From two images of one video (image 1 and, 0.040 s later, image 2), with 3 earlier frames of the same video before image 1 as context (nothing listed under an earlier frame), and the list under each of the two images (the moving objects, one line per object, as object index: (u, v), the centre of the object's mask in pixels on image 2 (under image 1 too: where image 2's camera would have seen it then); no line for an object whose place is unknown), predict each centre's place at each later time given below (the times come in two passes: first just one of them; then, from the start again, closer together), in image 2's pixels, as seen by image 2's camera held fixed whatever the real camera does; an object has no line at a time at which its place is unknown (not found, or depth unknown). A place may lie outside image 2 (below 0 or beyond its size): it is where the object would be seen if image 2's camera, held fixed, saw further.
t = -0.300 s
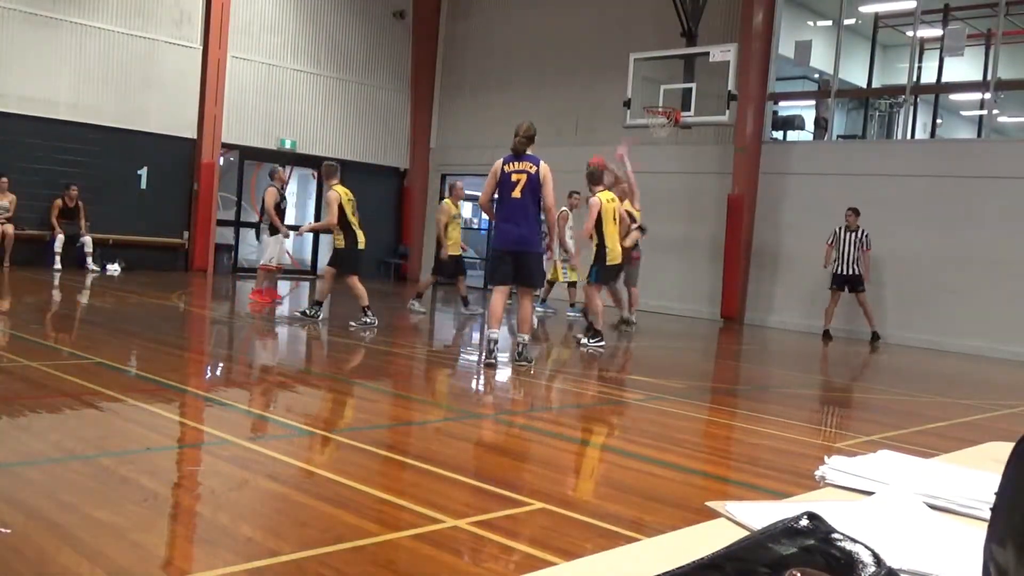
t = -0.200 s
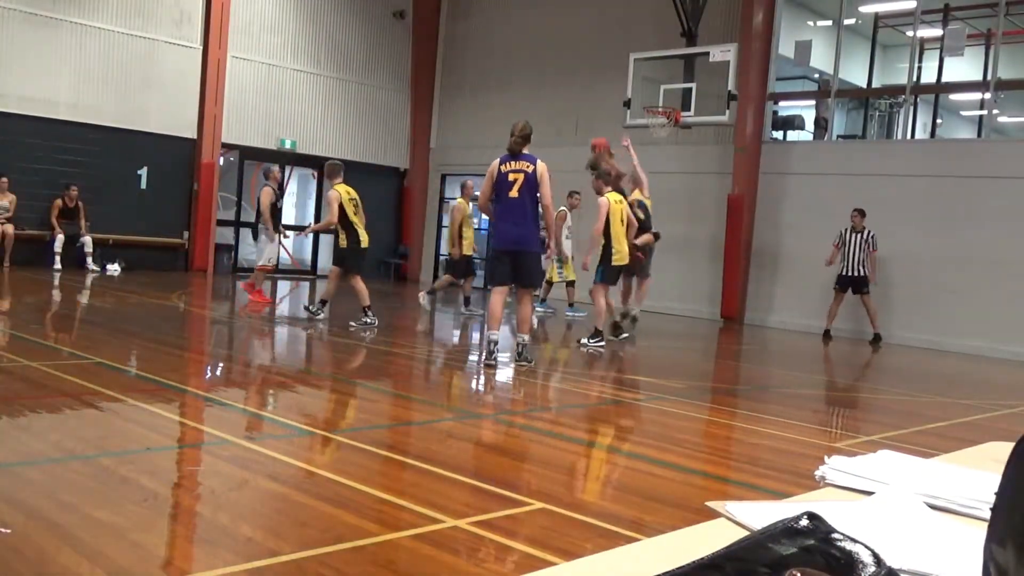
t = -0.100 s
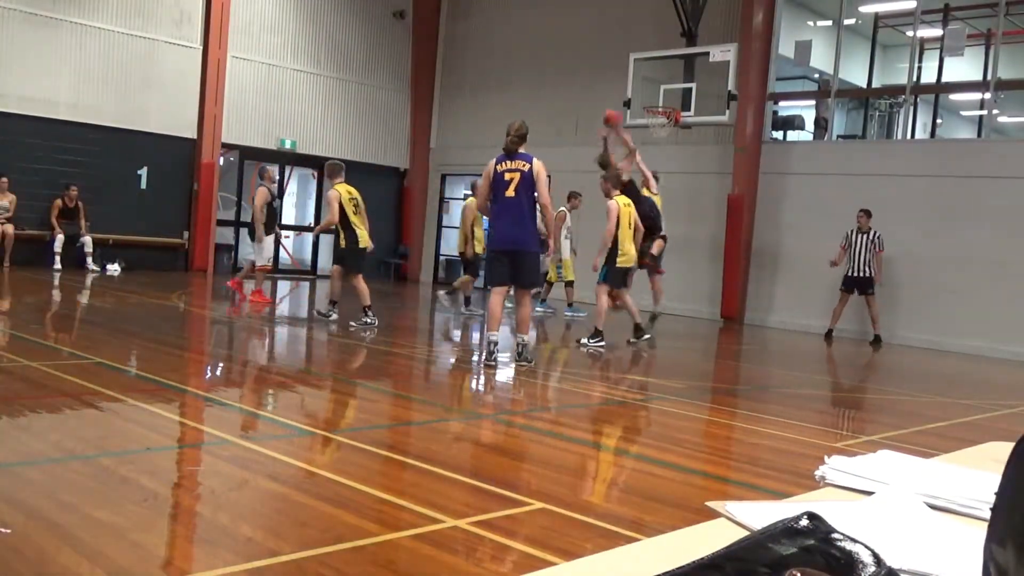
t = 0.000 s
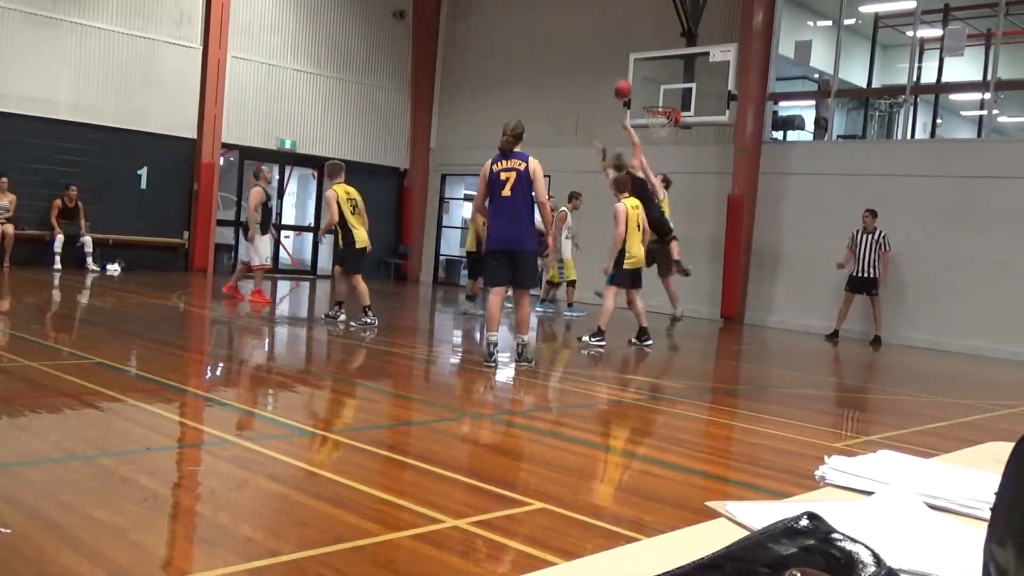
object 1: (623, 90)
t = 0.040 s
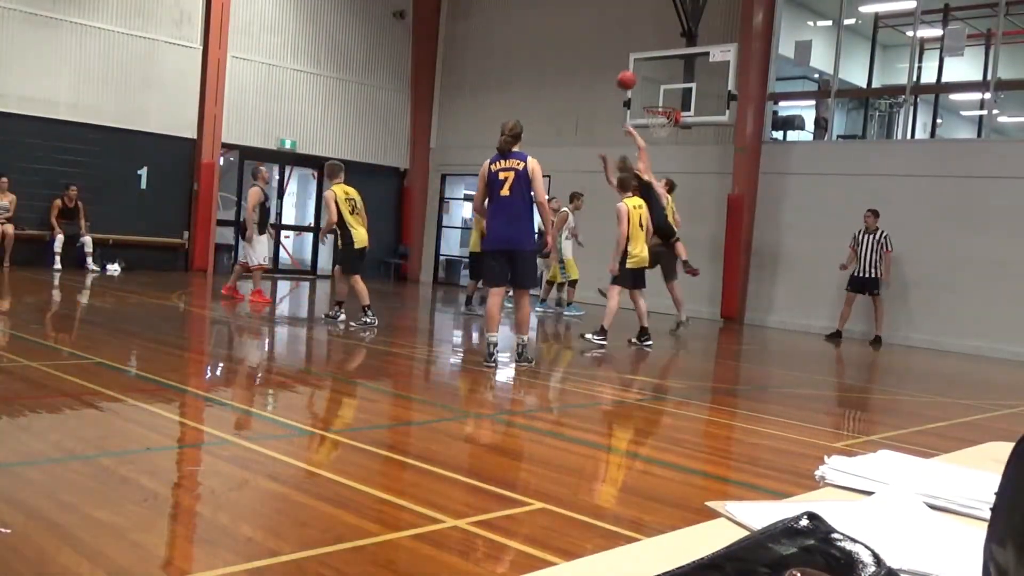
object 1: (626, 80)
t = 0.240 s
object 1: (640, 55)
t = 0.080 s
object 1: (629, 74)
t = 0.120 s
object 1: (632, 67)
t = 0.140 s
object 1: (633, 64)
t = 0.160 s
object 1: (635, 62)
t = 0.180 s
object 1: (636, 59)
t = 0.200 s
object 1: (638, 58)
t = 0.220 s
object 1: (640, 56)
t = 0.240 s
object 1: (640, 55)
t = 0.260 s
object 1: (642, 55)
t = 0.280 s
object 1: (643, 54)
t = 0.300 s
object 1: (643, 54)
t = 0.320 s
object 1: (644, 54)
